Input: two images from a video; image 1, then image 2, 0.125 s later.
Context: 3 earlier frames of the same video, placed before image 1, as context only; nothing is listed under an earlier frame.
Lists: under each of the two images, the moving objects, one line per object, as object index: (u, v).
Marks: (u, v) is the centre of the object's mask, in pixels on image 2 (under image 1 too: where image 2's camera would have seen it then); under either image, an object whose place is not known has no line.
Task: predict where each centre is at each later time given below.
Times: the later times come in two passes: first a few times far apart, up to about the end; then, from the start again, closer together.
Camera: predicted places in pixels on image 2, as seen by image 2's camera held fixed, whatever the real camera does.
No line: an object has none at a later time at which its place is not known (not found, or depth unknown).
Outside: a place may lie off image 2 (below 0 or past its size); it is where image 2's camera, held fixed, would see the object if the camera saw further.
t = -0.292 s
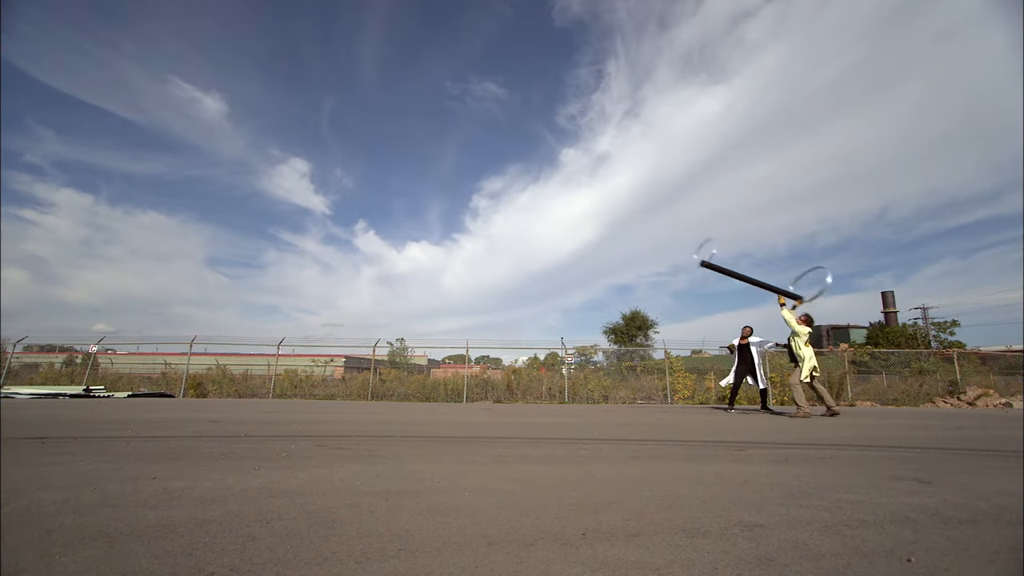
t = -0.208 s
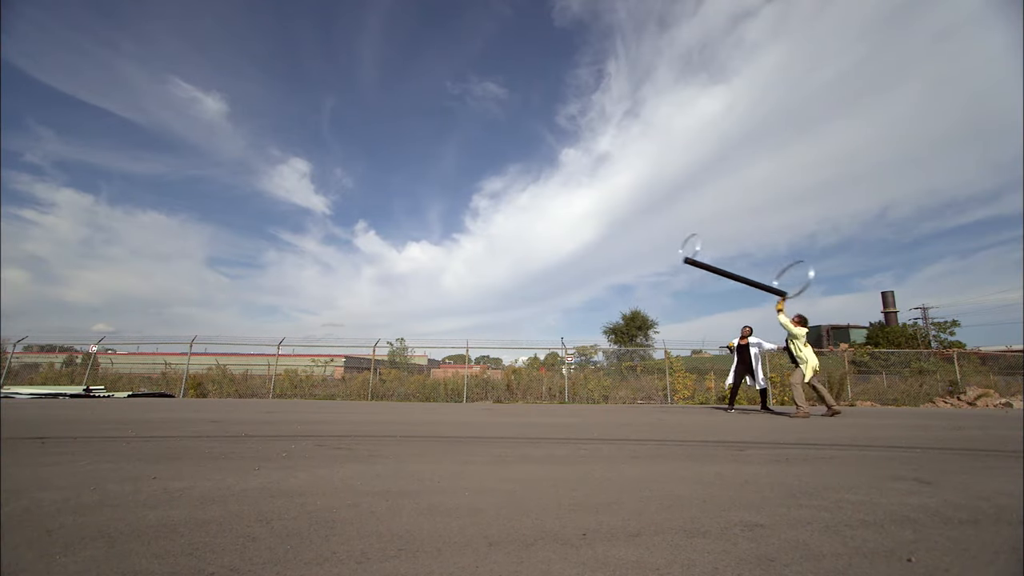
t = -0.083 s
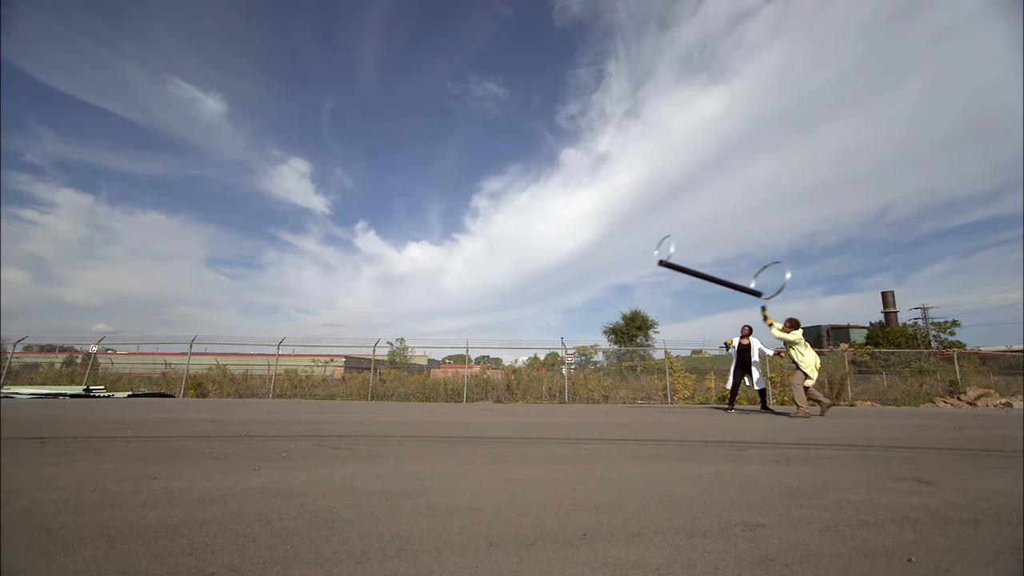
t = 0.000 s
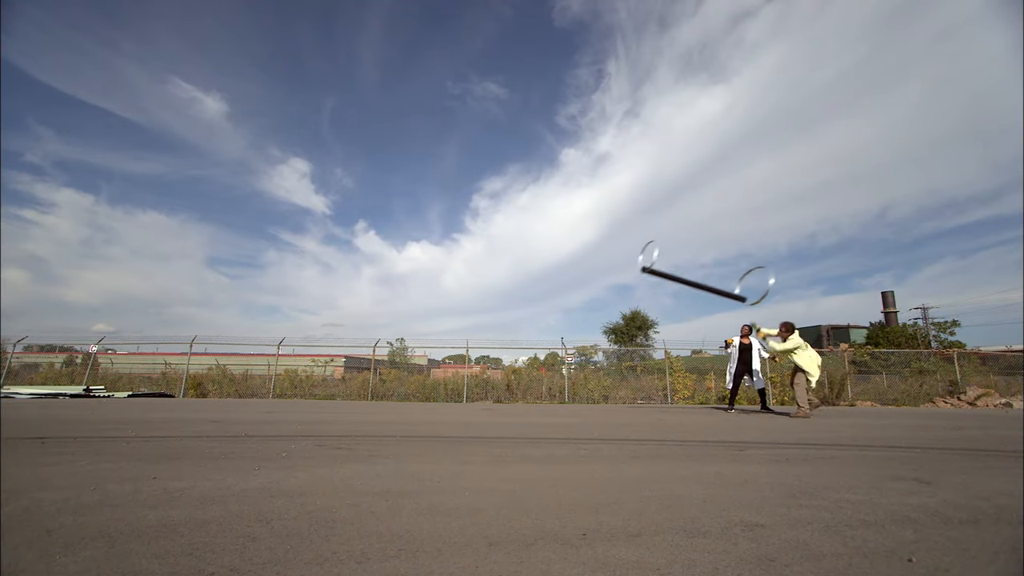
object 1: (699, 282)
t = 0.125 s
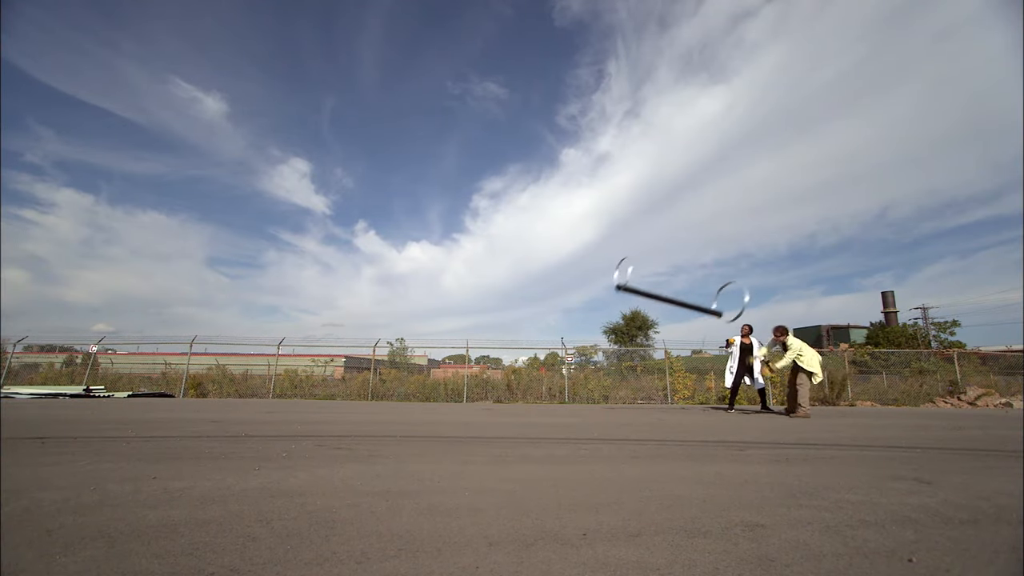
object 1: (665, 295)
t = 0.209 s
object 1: (651, 313)
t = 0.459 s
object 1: (614, 392)
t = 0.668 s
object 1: (584, 399)
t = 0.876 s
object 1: (581, 396)
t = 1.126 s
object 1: (577, 395)
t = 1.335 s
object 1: (574, 396)
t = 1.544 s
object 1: (574, 401)
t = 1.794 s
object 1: (575, 409)
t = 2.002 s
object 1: (587, 403)
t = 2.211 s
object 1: (588, 402)
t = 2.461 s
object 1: (571, 409)
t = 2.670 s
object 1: (577, 406)
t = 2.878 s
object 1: (574, 402)
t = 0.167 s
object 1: (654, 302)
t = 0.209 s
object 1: (651, 313)
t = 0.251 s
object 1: (635, 320)
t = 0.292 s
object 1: (630, 332)
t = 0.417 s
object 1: (600, 369)
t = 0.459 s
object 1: (614, 392)
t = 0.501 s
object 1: (583, 404)
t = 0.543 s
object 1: (580, 409)
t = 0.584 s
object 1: (584, 403)
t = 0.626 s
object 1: (585, 401)
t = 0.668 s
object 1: (584, 399)
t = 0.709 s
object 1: (591, 397)
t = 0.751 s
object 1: (586, 395)
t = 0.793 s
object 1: (587, 396)
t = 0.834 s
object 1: (588, 396)
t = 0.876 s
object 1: (581, 396)
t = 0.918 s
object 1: (580, 398)
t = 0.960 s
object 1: (580, 398)
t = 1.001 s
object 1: (577, 397)
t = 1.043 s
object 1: (577, 396)
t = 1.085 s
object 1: (577, 396)
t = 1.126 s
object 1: (577, 395)
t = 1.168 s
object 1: (576, 395)
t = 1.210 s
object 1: (575, 396)
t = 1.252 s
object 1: (574, 396)
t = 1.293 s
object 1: (574, 396)
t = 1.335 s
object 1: (574, 396)
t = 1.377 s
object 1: (574, 397)
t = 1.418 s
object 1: (573, 398)
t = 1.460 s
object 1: (573, 398)
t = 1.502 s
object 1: (574, 399)
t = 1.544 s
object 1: (574, 401)
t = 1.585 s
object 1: (575, 402)
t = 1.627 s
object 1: (575, 403)
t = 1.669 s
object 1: (575, 405)
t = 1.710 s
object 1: (581, 407)
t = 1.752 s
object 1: (577, 410)
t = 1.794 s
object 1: (575, 409)
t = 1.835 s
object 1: (584, 408)
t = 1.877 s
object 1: (584, 407)
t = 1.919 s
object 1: (585, 406)
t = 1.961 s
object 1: (588, 405)
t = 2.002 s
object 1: (587, 403)
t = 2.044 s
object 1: (587, 402)
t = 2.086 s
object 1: (588, 402)
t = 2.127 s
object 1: (589, 401)
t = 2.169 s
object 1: (589, 401)
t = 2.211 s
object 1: (588, 402)
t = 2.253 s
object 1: (588, 402)
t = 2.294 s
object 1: (587, 403)
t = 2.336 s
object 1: (586, 404)
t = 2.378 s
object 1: (587, 406)
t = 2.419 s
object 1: (573, 409)
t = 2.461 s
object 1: (571, 409)
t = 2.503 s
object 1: (583, 407)
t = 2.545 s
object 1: (575, 409)
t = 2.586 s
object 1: (582, 406)
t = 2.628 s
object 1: (579, 406)
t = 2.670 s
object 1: (577, 406)
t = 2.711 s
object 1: (577, 405)
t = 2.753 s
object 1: (576, 404)
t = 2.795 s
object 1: (575, 403)
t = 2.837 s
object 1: (574, 403)
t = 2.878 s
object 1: (574, 402)
